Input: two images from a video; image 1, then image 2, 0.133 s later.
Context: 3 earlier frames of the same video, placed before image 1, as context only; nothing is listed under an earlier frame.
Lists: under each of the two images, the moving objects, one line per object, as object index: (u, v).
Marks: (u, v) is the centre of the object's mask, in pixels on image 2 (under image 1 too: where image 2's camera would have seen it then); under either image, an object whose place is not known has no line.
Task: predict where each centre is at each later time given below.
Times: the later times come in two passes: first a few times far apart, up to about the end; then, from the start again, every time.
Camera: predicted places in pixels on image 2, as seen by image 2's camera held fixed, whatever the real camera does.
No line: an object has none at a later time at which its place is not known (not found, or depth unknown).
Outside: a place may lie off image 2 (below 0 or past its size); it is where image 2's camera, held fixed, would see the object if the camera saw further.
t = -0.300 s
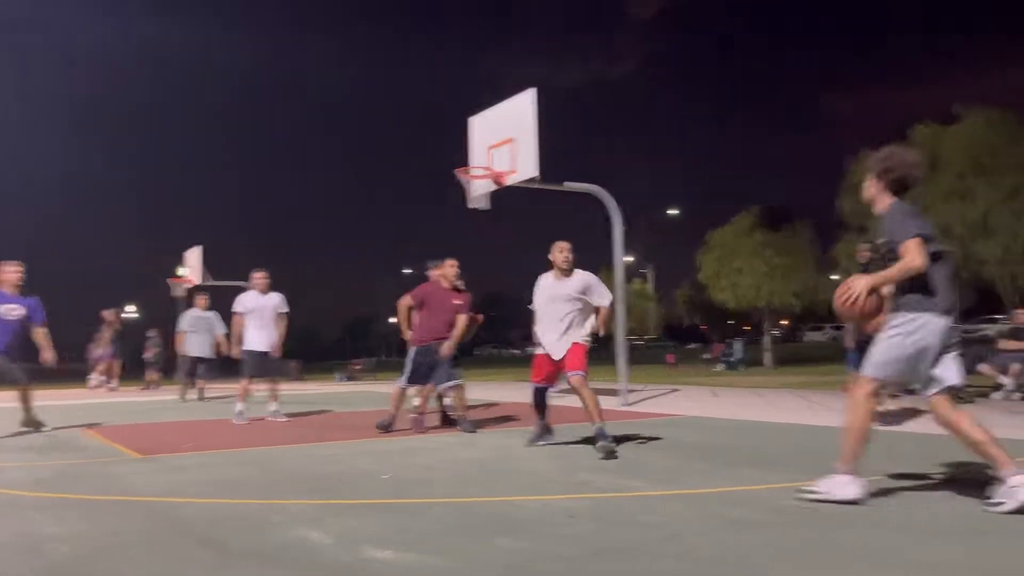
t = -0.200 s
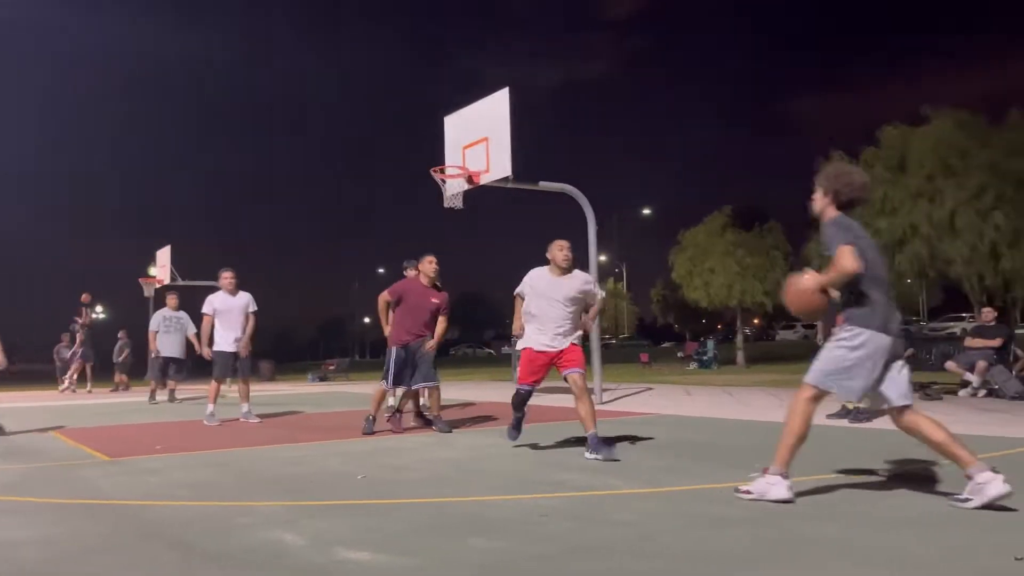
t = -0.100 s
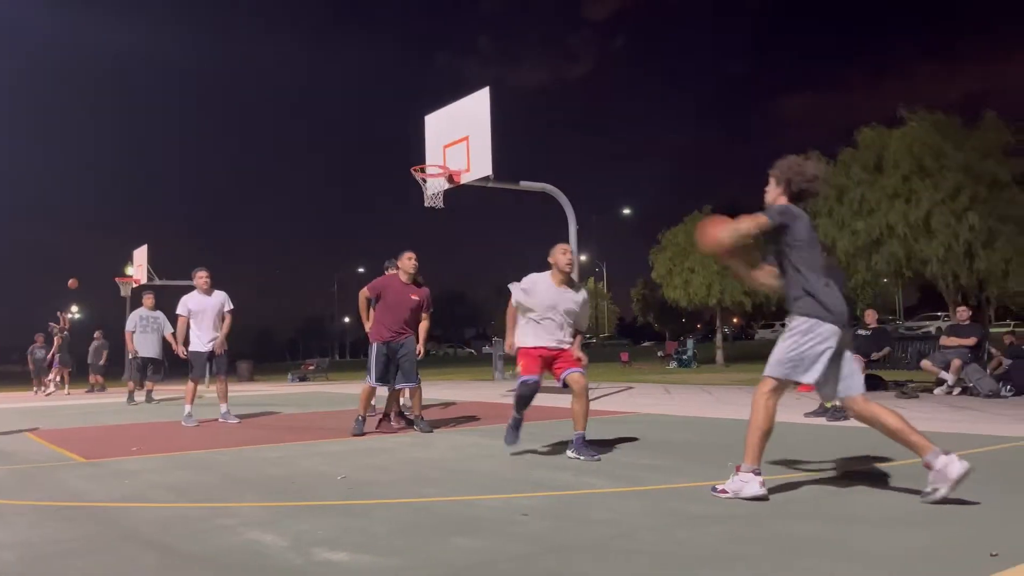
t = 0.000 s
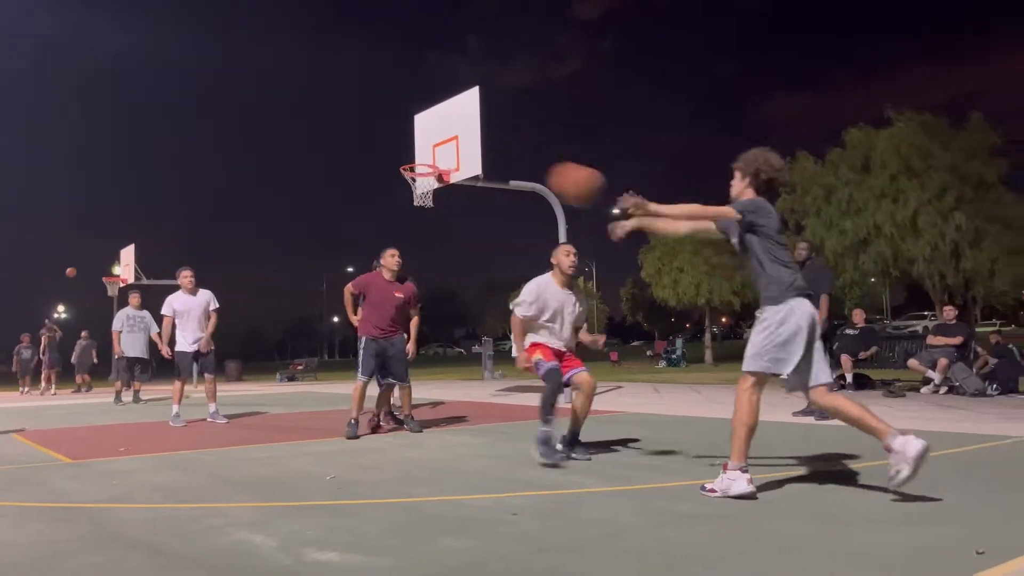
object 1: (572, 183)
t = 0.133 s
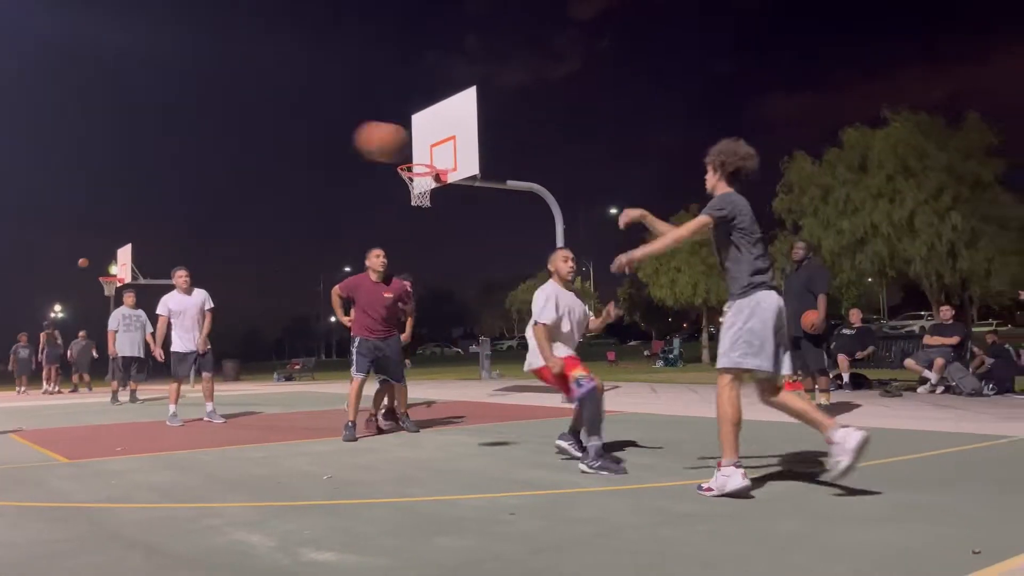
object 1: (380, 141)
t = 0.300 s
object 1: (180, 128)
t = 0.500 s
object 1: (-19, 163)
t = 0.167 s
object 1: (338, 135)
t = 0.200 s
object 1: (297, 131)
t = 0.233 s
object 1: (256, 129)
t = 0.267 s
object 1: (217, 128)
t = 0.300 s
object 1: (180, 128)
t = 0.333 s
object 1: (143, 131)
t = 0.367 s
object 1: (109, 135)
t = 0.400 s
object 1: (75, 140)
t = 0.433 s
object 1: (43, 146)
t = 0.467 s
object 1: (11, 153)
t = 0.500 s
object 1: (-19, 163)
